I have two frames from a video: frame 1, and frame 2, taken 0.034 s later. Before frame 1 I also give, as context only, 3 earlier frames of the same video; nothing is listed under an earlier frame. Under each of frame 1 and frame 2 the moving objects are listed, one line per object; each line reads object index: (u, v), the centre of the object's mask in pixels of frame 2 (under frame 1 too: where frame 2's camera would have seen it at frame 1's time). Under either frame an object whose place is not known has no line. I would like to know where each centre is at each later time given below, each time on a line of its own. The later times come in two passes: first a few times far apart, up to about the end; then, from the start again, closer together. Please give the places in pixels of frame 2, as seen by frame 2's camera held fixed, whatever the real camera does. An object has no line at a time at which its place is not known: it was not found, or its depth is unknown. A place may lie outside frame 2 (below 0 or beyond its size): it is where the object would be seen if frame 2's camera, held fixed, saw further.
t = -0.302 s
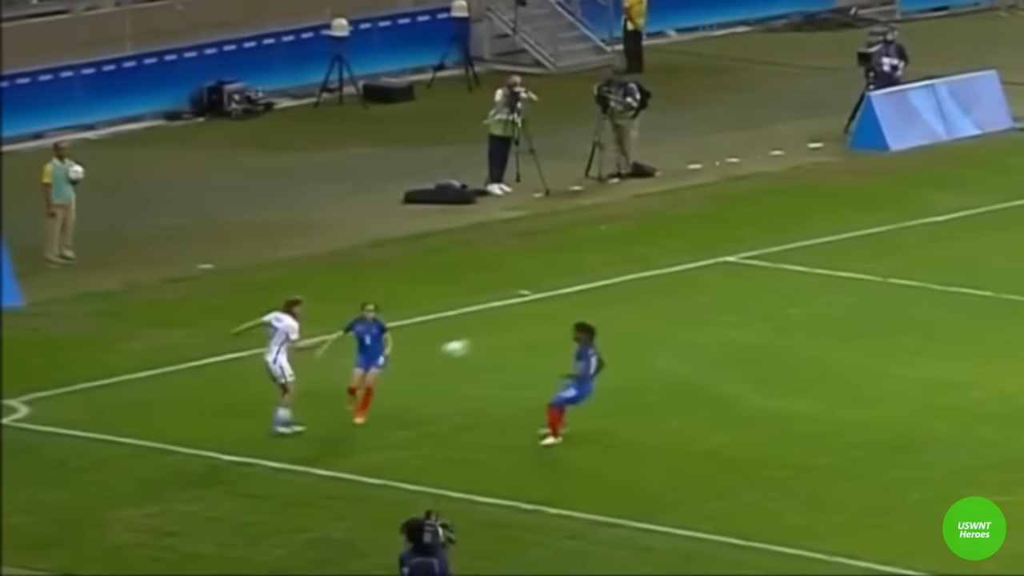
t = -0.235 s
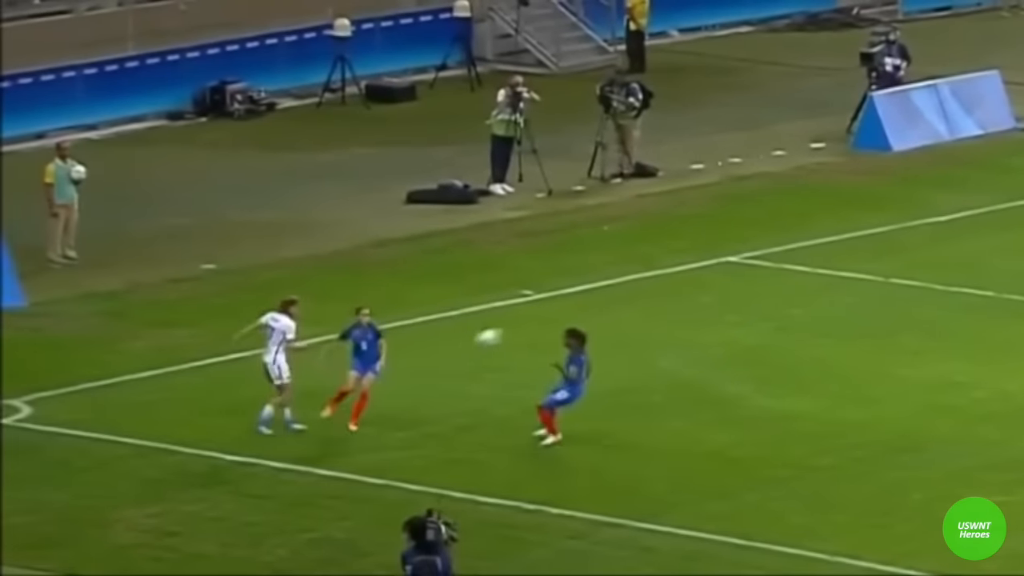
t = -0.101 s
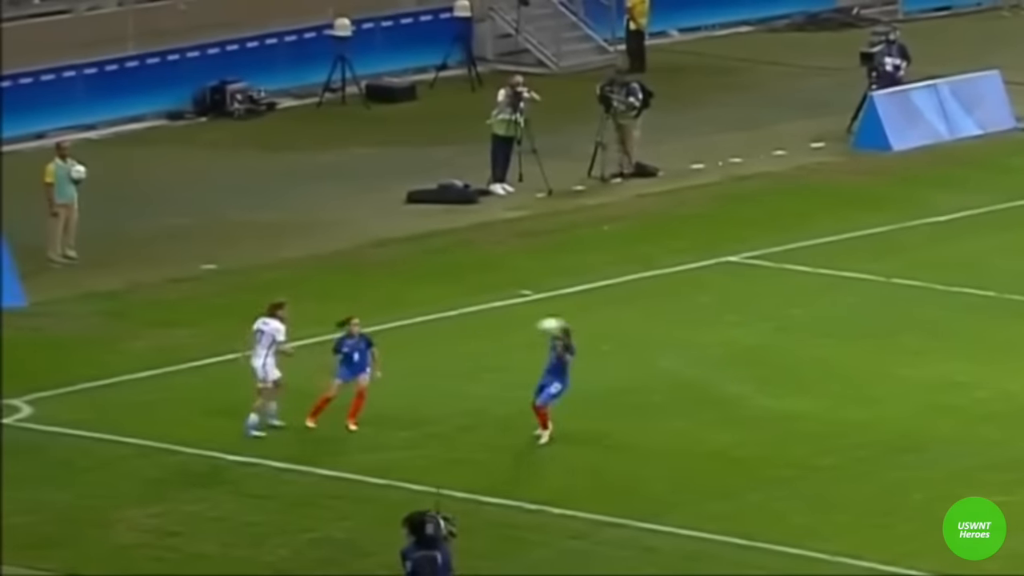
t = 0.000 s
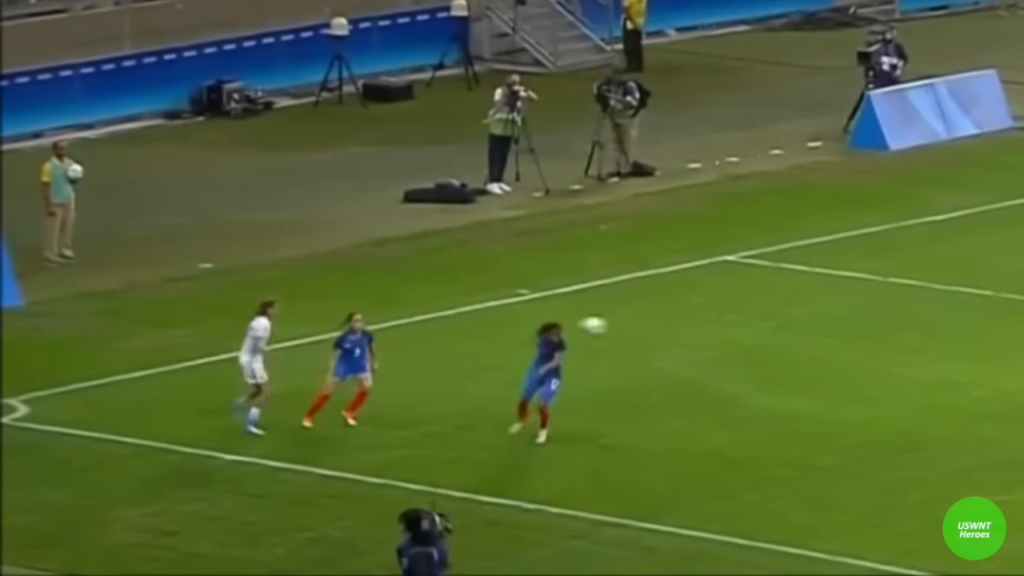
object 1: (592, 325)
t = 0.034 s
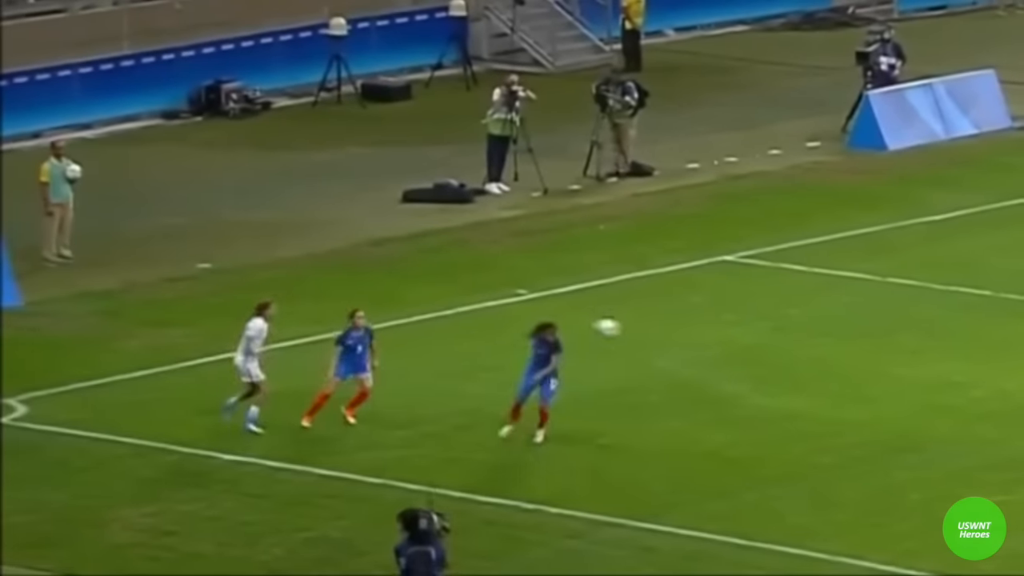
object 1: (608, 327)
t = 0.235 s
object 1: (699, 358)
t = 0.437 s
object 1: (792, 422)
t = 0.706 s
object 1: (886, 439)
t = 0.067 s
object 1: (623, 330)
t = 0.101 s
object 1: (638, 334)
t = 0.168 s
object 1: (668, 344)
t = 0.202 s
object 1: (683, 351)
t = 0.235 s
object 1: (699, 358)
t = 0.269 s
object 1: (714, 367)
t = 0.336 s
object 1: (745, 386)
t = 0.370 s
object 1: (761, 397)
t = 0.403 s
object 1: (776, 409)
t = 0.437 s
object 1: (792, 422)
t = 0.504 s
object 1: (822, 451)
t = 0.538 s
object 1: (837, 466)
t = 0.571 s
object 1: (850, 474)
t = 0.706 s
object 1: (886, 439)
